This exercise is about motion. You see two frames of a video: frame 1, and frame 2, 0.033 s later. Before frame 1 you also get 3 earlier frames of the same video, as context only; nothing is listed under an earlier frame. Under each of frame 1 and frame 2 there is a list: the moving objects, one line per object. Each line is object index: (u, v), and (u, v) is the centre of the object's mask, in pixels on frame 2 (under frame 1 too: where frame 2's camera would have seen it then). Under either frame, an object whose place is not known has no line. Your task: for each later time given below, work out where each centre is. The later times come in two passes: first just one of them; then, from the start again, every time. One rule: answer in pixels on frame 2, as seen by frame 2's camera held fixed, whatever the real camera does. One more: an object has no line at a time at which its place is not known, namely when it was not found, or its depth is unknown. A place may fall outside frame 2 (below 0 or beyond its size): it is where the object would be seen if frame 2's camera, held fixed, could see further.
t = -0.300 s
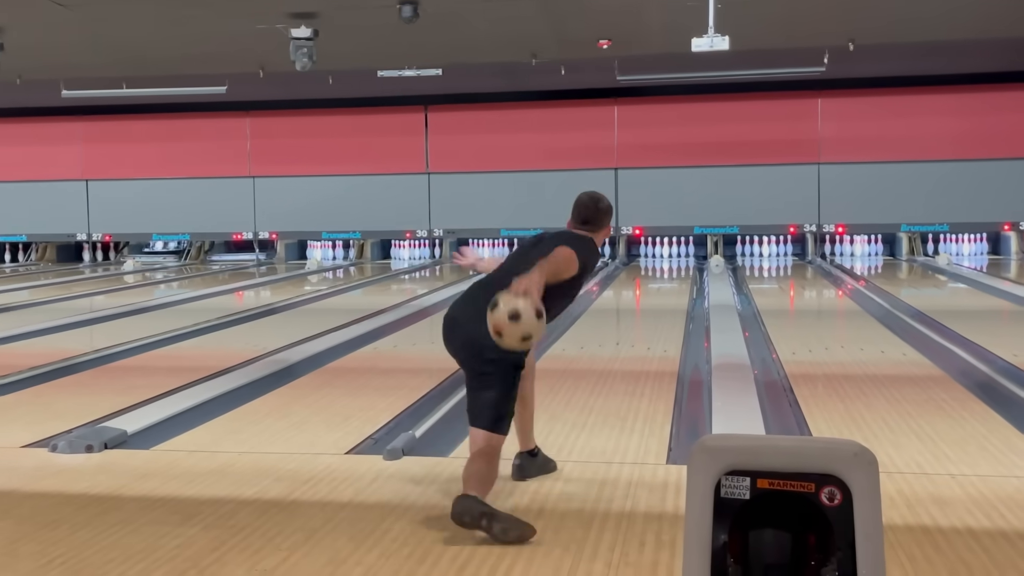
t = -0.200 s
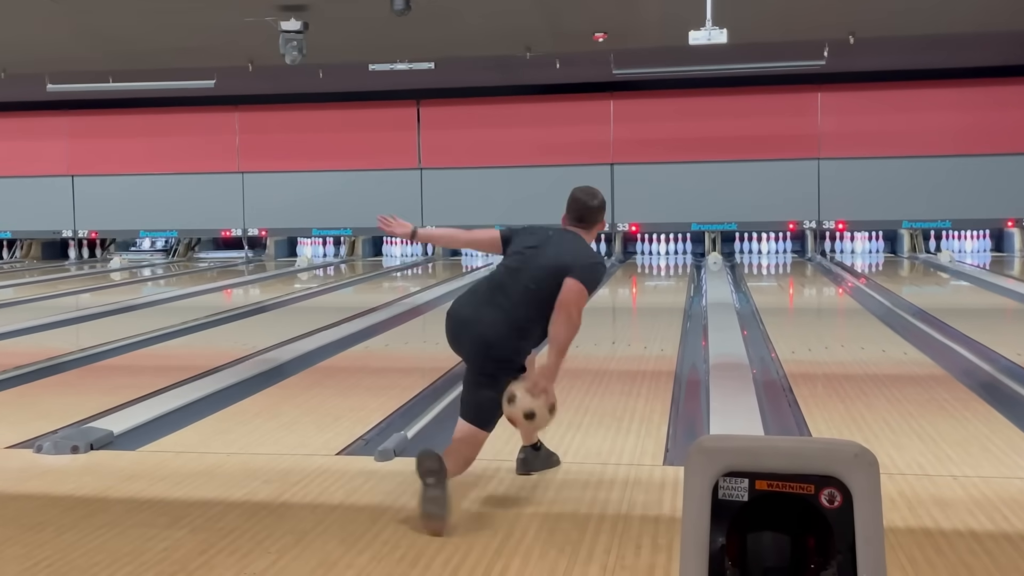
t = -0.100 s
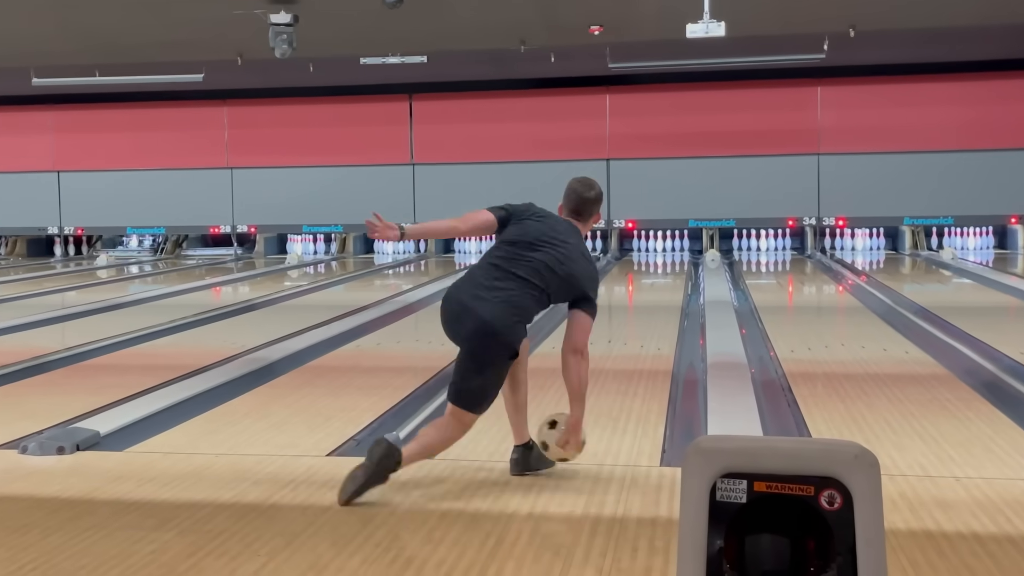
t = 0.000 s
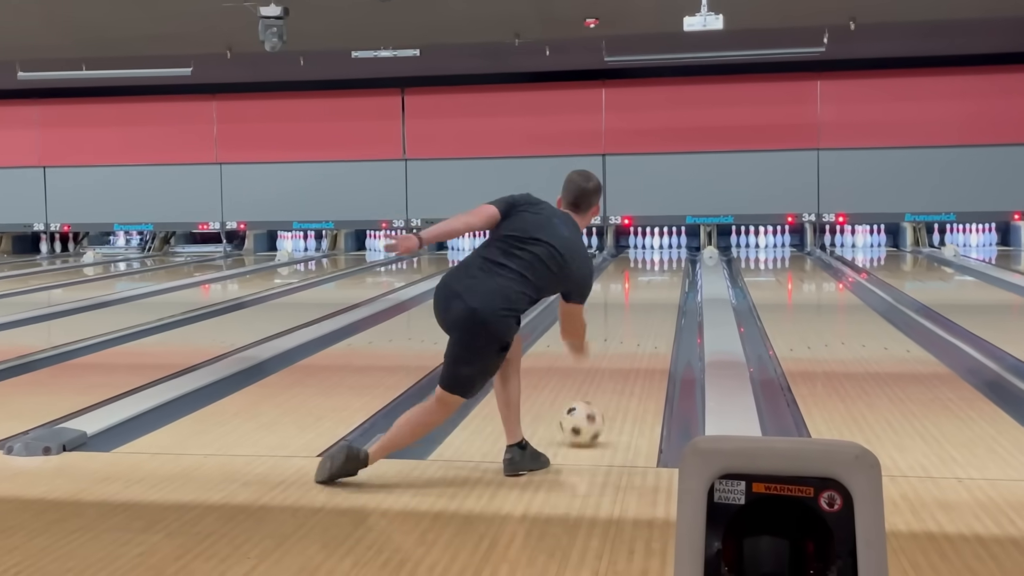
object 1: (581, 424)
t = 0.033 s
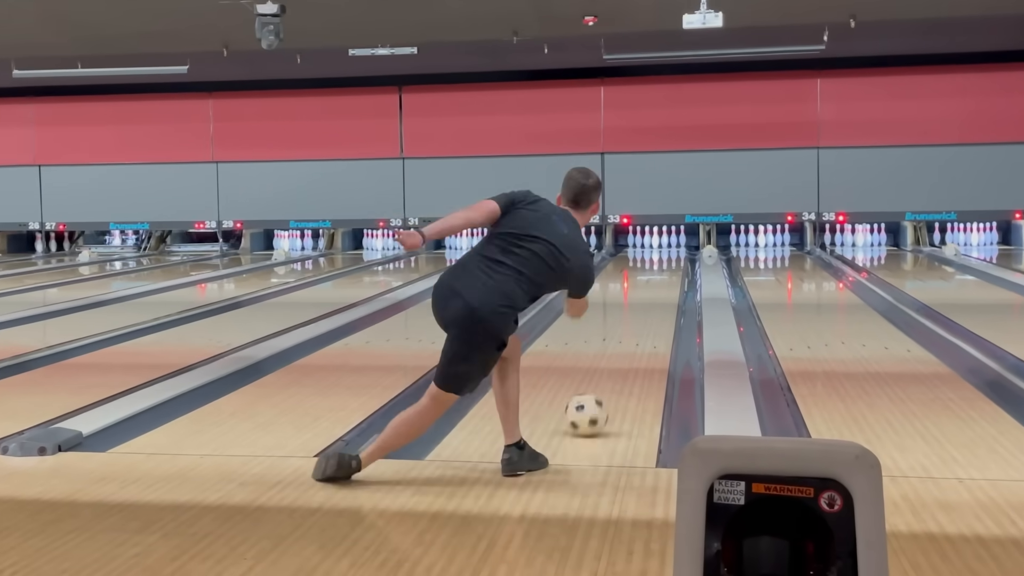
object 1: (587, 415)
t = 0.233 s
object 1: (613, 370)
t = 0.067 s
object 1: (591, 407)
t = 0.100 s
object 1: (597, 398)
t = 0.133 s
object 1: (601, 391)
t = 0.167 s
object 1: (605, 384)
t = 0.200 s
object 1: (610, 376)
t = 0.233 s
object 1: (613, 370)
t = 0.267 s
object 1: (615, 364)
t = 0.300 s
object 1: (620, 357)
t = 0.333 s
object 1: (622, 352)
